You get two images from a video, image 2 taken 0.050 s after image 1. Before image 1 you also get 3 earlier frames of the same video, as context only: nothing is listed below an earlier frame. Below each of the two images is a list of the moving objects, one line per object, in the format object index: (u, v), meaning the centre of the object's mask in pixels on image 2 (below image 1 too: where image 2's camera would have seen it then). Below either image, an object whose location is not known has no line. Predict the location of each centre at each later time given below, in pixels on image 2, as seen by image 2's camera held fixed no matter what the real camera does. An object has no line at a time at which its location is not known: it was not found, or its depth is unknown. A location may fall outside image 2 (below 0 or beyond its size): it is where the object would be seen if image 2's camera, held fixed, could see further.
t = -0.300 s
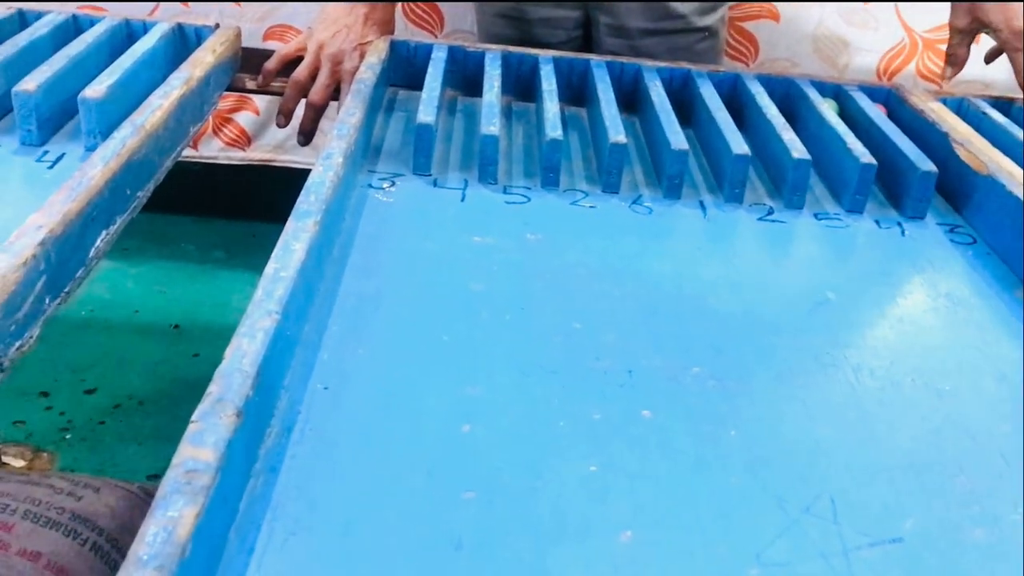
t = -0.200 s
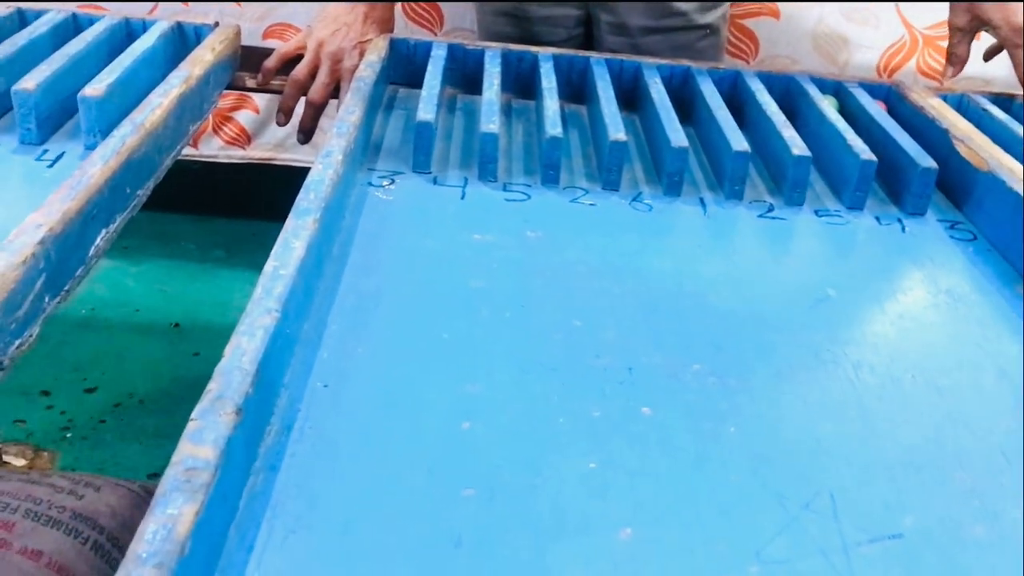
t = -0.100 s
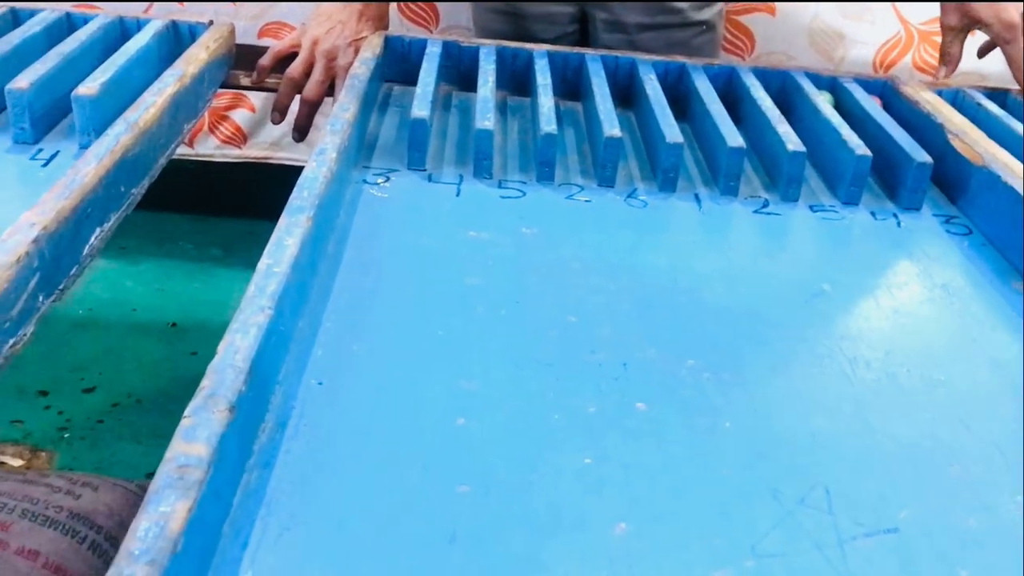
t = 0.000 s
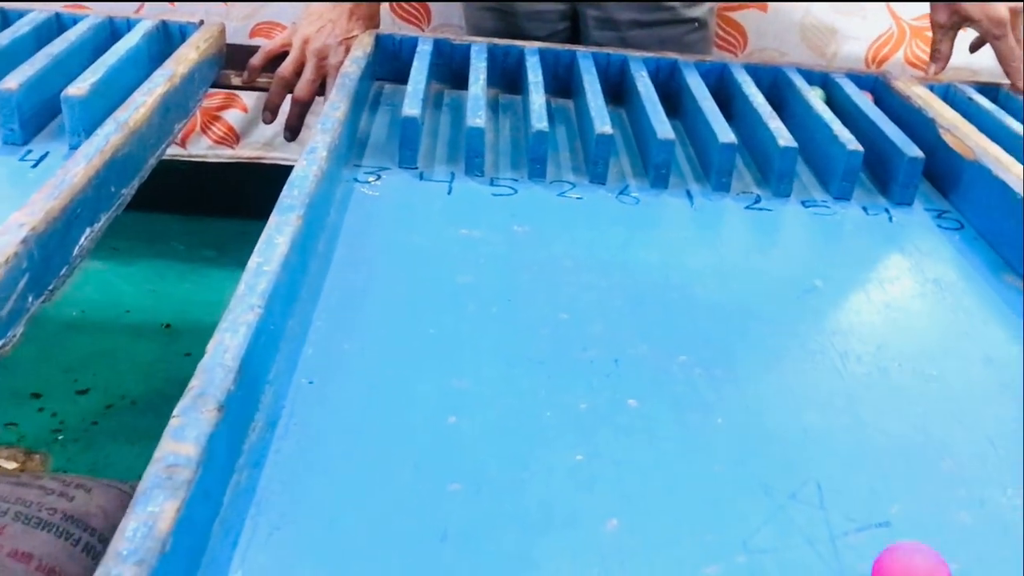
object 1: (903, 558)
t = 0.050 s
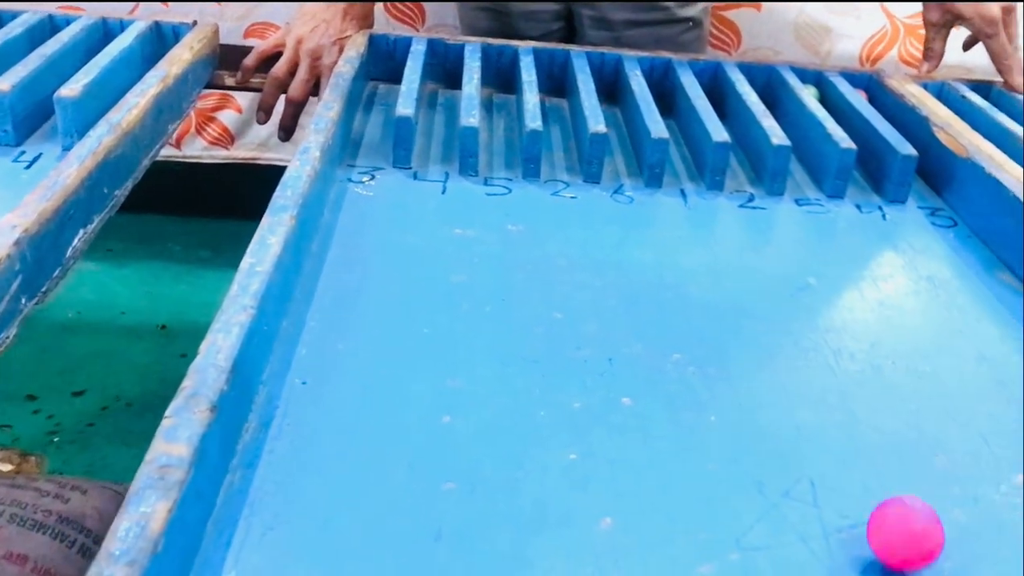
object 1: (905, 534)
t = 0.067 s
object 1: (907, 520)
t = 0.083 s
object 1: (907, 510)
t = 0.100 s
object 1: (907, 498)
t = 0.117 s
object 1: (910, 483)
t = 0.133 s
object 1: (911, 471)
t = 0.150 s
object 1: (913, 456)
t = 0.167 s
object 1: (915, 444)
